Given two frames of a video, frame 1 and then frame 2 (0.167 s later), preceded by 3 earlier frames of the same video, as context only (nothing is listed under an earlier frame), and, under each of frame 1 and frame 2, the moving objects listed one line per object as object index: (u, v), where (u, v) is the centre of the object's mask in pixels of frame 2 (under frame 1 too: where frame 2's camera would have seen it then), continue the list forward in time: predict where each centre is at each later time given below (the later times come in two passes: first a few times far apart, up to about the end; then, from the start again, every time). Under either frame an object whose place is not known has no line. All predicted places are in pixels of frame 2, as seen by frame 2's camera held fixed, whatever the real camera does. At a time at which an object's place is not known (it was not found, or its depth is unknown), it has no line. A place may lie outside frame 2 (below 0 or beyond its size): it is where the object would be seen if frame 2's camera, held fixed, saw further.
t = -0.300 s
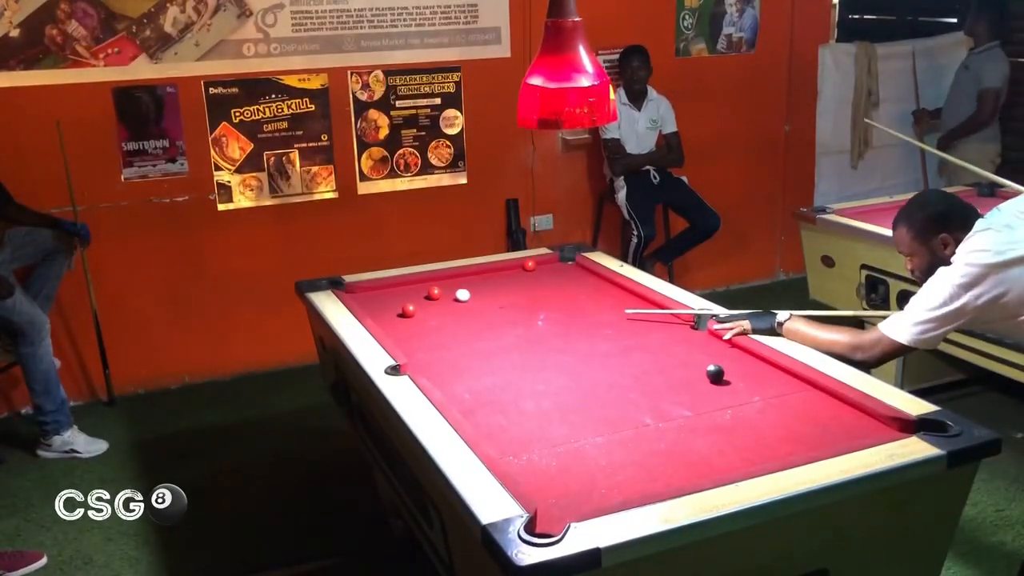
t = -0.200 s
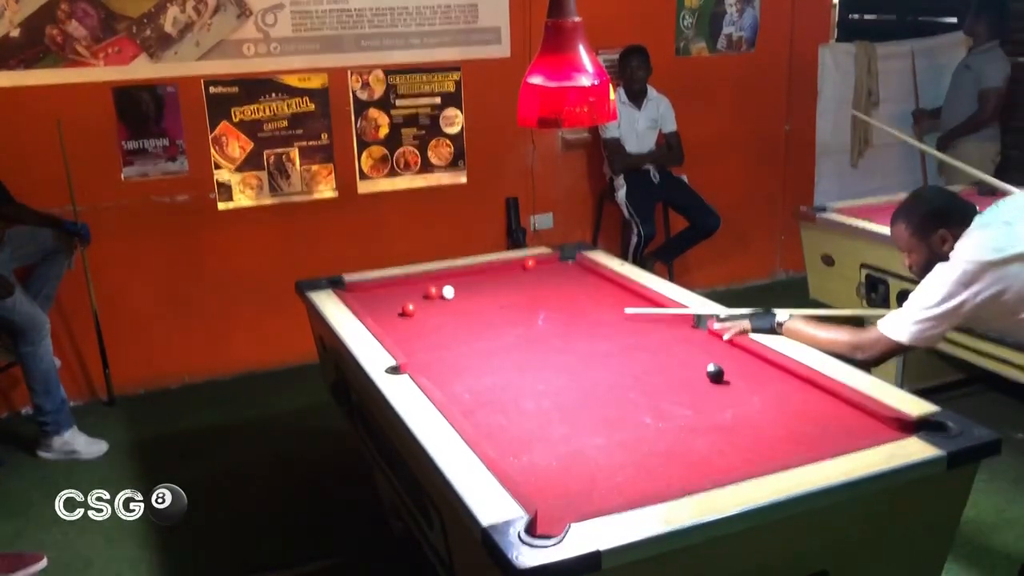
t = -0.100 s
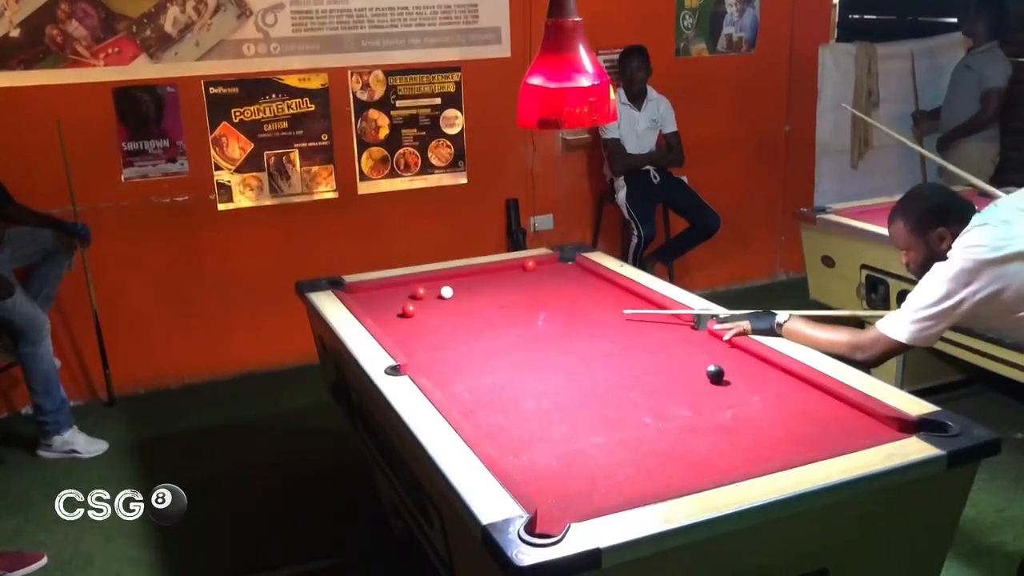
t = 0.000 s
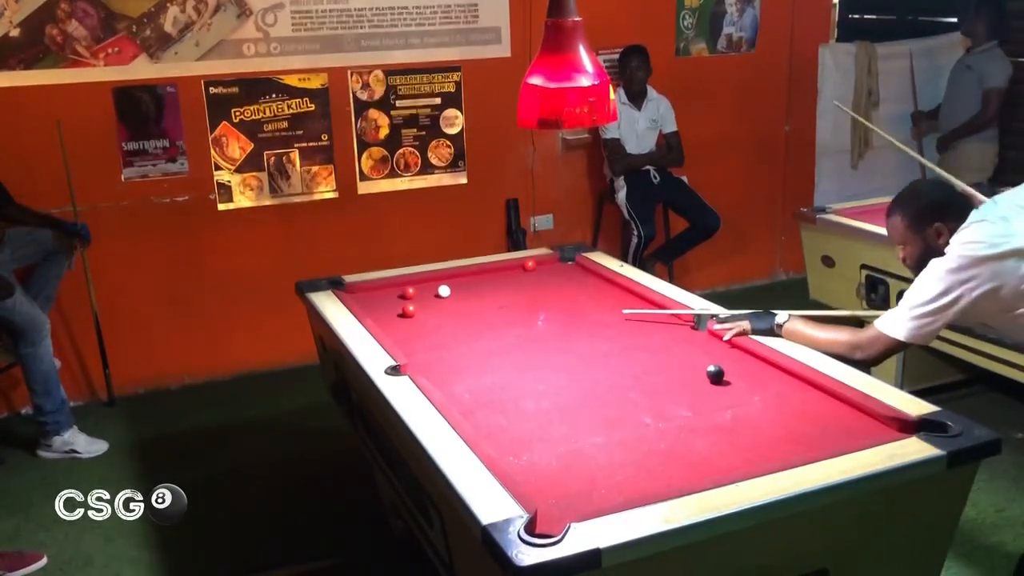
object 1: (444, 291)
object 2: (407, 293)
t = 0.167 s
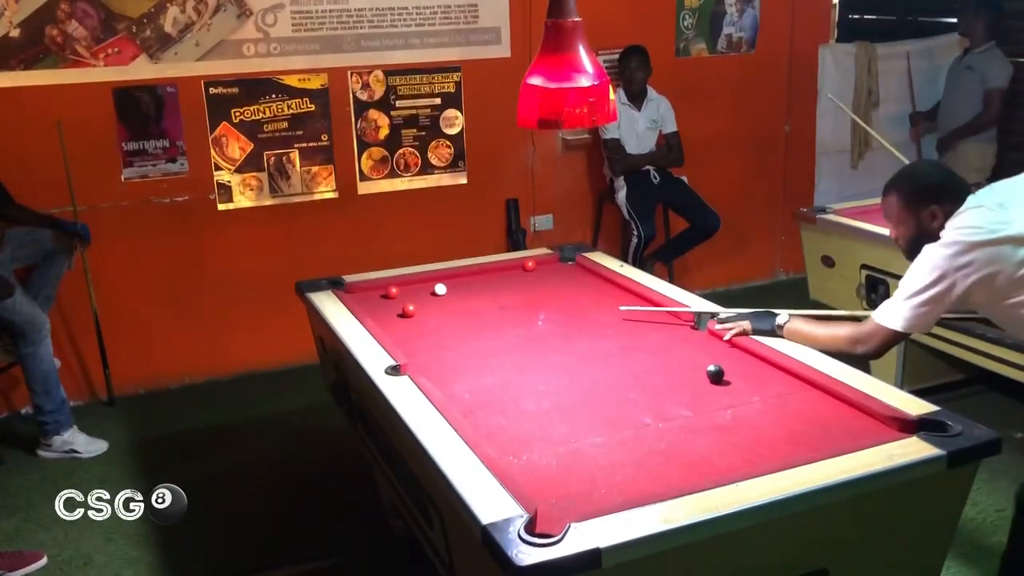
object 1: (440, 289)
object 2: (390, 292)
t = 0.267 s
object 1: (438, 288)
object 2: (380, 292)
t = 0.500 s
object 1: (433, 286)
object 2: (359, 292)
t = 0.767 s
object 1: (429, 284)
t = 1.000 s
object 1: (426, 283)
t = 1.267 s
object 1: (424, 283)
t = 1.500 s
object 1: (423, 282)
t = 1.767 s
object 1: (422, 283)
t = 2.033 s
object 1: (422, 282)
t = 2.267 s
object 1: (422, 282)
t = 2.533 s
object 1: (422, 282)
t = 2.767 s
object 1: (422, 283)
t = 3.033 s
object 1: (422, 283)
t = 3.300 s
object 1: (422, 282)
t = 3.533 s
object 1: (422, 282)
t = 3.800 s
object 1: (422, 282)
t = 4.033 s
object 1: (422, 282)
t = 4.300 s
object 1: (422, 283)
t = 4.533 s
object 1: (422, 282)
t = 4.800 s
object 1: (422, 283)
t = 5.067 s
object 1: (422, 282)
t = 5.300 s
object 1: (422, 283)
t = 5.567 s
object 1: (422, 282)
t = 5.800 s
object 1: (422, 282)
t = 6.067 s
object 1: (422, 283)
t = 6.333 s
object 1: (422, 283)
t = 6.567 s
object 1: (422, 283)
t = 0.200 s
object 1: (439, 289)
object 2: (387, 292)
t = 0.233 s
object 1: (438, 289)
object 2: (384, 292)
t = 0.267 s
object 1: (438, 288)
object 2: (380, 292)
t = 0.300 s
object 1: (437, 288)
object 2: (377, 292)
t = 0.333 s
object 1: (436, 288)
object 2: (374, 292)
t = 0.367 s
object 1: (436, 287)
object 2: (371, 292)
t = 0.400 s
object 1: (435, 287)
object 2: (367, 292)
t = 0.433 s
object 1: (435, 287)
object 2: (364, 292)
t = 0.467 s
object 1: (434, 287)
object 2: (362, 292)
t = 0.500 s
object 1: (433, 286)
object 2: (359, 292)
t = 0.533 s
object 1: (433, 286)
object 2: (356, 291)
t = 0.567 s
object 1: (432, 286)
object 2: (354, 291)
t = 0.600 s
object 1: (432, 286)
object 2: (352, 291)
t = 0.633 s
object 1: (431, 285)
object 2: (349, 289)
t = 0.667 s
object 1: (431, 284)
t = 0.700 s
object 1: (430, 283)
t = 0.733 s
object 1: (430, 284)
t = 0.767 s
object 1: (429, 284)
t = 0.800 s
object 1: (429, 285)
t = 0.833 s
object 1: (428, 284)
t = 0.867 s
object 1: (428, 283)
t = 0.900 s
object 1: (428, 284)
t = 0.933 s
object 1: (427, 284)
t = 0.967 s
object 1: (427, 283)
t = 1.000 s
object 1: (426, 283)
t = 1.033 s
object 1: (426, 283)
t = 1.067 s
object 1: (426, 283)
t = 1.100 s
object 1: (425, 282)
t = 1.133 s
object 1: (425, 283)
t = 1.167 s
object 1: (425, 283)
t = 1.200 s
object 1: (424, 283)
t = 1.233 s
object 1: (424, 283)
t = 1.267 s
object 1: (424, 283)
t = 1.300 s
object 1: (424, 283)
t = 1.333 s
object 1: (423, 283)
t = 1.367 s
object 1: (423, 283)
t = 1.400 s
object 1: (423, 283)
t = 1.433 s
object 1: (423, 283)
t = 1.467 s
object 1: (423, 282)
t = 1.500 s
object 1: (423, 282)
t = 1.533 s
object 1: (423, 282)
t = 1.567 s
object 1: (423, 282)
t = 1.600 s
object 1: (422, 282)
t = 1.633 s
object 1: (422, 282)
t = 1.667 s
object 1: (422, 283)
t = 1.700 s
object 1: (422, 282)
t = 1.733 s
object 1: (422, 283)
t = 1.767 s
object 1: (422, 283)
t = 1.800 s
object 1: (422, 283)
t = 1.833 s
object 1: (422, 283)
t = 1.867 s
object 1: (422, 283)
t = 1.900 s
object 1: (422, 282)
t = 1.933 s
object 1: (422, 282)
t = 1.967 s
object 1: (422, 283)
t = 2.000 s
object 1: (422, 283)
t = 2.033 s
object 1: (422, 282)
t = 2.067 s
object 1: (422, 283)
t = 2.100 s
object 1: (422, 282)
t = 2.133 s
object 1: (422, 282)
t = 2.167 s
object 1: (422, 282)
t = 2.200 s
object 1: (422, 283)
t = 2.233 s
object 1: (422, 283)
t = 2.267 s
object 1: (422, 282)
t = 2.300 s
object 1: (422, 282)
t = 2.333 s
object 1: (422, 282)
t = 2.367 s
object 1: (422, 282)
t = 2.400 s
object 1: (422, 282)
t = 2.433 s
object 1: (422, 283)
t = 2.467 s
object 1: (422, 283)
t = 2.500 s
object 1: (422, 283)
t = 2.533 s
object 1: (422, 282)
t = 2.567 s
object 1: (422, 283)
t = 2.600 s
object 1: (422, 282)
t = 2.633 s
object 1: (422, 282)
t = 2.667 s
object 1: (422, 283)
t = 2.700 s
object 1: (422, 283)
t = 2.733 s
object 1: (422, 283)
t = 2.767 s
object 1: (422, 283)
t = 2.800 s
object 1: (422, 283)
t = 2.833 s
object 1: (422, 282)
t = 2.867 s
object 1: (422, 283)
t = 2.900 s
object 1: (422, 283)
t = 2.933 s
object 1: (422, 282)
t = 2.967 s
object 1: (422, 281)
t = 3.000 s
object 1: (422, 282)
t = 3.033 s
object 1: (422, 283)
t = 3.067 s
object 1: (422, 282)
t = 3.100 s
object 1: (422, 282)
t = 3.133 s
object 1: (422, 283)
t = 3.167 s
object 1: (422, 283)
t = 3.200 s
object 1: (422, 283)
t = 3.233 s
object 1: (422, 282)
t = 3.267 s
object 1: (422, 282)
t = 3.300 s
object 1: (422, 282)
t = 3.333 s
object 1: (422, 282)
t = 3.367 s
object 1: (422, 282)
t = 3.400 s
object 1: (422, 282)
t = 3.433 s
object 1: (422, 282)
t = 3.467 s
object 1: (422, 283)
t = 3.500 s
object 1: (422, 283)
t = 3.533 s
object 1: (422, 282)
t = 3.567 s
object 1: (422, 283)
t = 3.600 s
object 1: (422, 283)
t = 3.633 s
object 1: (422, 283)
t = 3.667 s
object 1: (422, 282)
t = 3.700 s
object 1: (422, 283)
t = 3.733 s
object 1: (422, 282)
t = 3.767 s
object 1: (422, 282)
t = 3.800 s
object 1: (422, 282)
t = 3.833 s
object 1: (422, 283)
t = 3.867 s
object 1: (422, 282)
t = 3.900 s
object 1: (422, 283)
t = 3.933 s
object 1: (422, 283)
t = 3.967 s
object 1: (422, 283)
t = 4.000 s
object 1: (422, 282)
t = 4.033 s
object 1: (422, 282)
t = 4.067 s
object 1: (422, 283)
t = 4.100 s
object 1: (422, 282)
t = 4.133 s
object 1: (422, 282)
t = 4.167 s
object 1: (422, 282)
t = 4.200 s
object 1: (422, 283)
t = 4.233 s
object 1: (422, 283)
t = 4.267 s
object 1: (422, 282)
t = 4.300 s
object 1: (422, 283)
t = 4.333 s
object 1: (422, 283)
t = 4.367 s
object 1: (422, 282)
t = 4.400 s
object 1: (422, 283)
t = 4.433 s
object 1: (422, 283)
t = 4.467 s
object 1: (422, 283)
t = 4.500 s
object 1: (422, 282)
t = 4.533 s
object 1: (422, 282)
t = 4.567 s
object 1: (422, 283)
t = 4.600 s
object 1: (422, 282)
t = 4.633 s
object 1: (422, 282)
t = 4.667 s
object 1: (422, 283)
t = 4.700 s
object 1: (422, 282)
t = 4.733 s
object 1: (422, 282)
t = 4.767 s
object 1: (422, 283)
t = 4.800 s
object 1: (422, 283)
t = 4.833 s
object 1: (422, 283)
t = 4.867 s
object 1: (422, 283)
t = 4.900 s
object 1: (422, 283)
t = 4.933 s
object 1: (422, 282)
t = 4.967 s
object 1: (422, 283)
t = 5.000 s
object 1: (422, 282)
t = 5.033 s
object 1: (422, 283)
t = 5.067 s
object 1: (422, 282)
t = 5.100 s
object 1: (422, 282)
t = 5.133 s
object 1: (422, 283)
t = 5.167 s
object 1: (422, 283)
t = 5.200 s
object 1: (422, 282)
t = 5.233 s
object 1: (422, 283)
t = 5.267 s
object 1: (422, 283)
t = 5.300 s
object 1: (422, 283)
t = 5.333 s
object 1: (422, 283)
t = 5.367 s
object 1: (422, 283)
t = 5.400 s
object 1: (422, 282)
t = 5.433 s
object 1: (422, 281)
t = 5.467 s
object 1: (422, 282)
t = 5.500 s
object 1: (422, 283)
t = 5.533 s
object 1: (422, 282)
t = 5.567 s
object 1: (422, 282)
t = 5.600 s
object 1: (422, 283)
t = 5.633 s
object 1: (422, 283)
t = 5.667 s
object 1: (422, 282)
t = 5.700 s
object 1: (422, 282)
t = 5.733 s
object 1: (422, 283)
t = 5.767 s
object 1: (422, 282)
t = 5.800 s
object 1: (422, 282)
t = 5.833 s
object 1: (422, 283)
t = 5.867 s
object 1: (422, 282)
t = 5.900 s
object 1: (422, 282)
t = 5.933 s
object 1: (422, 282)
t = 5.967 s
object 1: (422, 282)
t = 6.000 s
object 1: (422, 282)
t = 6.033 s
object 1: (422, 282)
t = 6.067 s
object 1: (422, 283)
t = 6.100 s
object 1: (422, 282)
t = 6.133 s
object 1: (422, 283)
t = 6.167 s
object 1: (422, 283)
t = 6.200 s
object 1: (422, 283)
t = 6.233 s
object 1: (422, 283)
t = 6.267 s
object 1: (422, 283)
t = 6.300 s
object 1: (422, 283)
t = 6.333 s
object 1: (422, 283)
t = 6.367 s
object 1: (422, 283)
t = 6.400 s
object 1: (422, 283)
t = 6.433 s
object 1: (422, 283)
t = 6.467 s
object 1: (422, 283)
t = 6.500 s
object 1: (422, 283)
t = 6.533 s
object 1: (422, 282)
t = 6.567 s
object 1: (422, 283)
